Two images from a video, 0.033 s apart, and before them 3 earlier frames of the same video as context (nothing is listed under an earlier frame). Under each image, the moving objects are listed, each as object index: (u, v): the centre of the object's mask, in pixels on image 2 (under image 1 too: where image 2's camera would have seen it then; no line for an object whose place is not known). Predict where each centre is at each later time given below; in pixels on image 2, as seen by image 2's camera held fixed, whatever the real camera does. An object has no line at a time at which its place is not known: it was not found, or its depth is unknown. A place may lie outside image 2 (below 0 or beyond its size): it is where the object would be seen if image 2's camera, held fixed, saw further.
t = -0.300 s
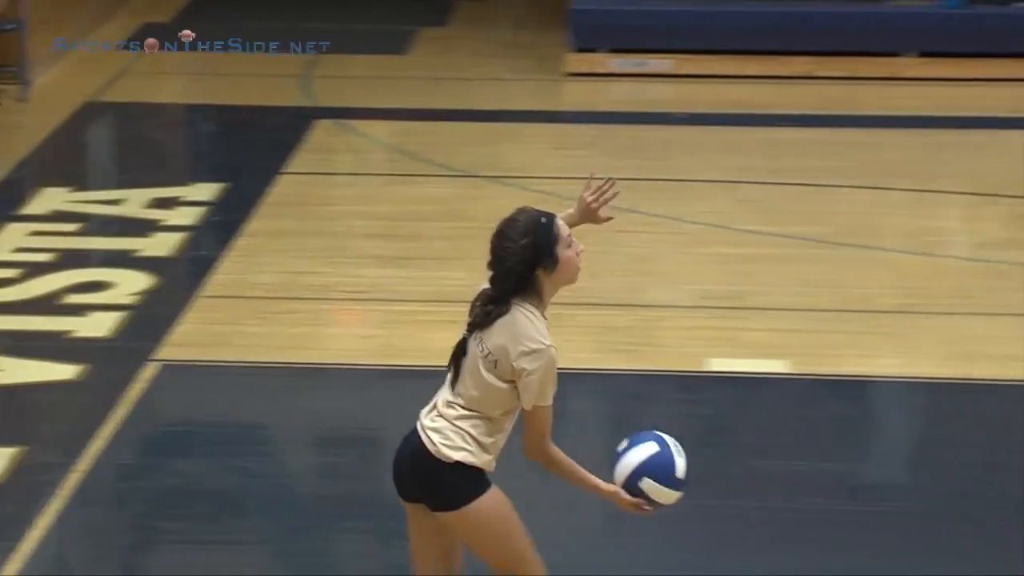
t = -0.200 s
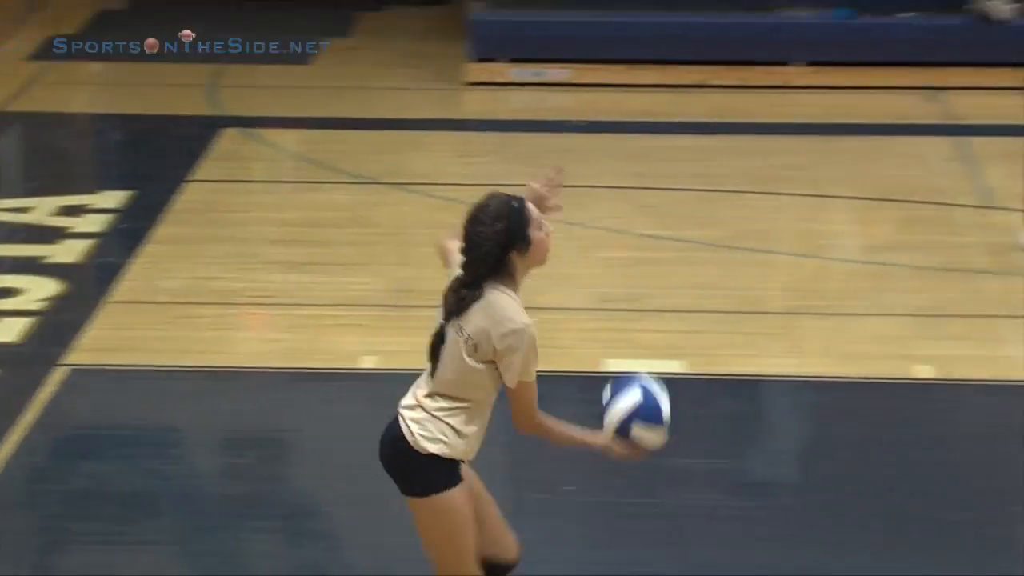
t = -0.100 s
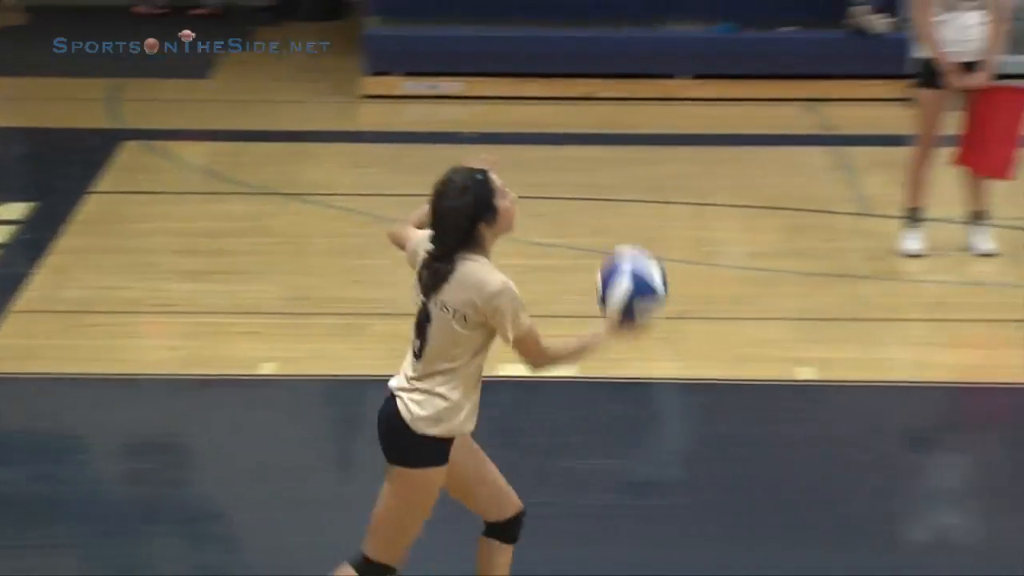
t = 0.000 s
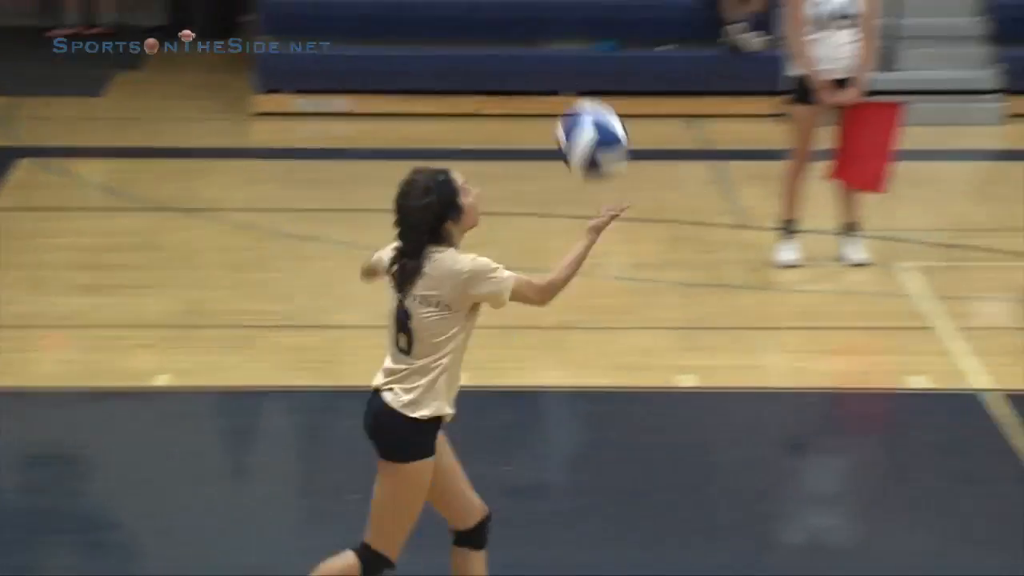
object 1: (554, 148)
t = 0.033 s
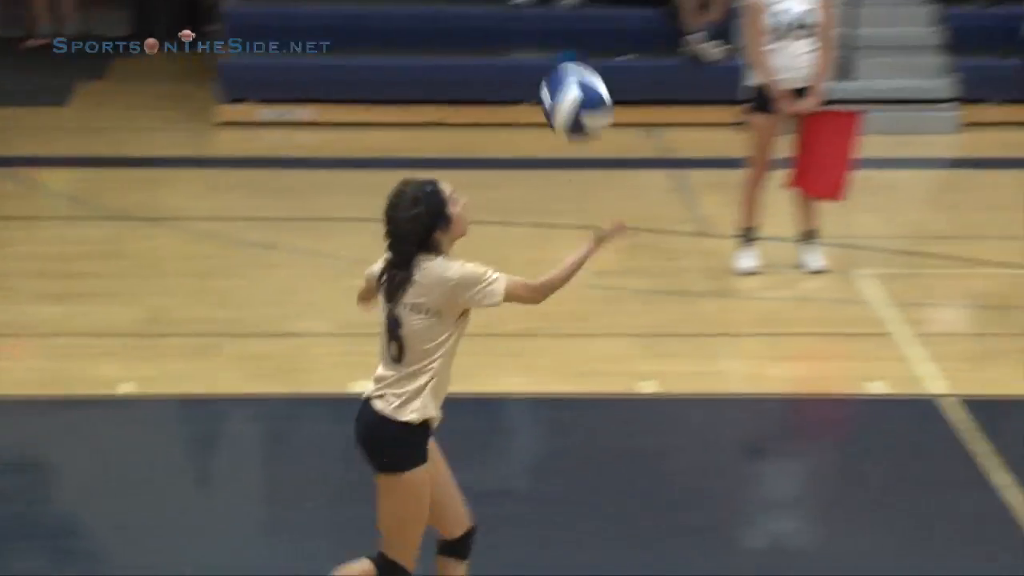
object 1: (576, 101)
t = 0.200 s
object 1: (689, -53)
